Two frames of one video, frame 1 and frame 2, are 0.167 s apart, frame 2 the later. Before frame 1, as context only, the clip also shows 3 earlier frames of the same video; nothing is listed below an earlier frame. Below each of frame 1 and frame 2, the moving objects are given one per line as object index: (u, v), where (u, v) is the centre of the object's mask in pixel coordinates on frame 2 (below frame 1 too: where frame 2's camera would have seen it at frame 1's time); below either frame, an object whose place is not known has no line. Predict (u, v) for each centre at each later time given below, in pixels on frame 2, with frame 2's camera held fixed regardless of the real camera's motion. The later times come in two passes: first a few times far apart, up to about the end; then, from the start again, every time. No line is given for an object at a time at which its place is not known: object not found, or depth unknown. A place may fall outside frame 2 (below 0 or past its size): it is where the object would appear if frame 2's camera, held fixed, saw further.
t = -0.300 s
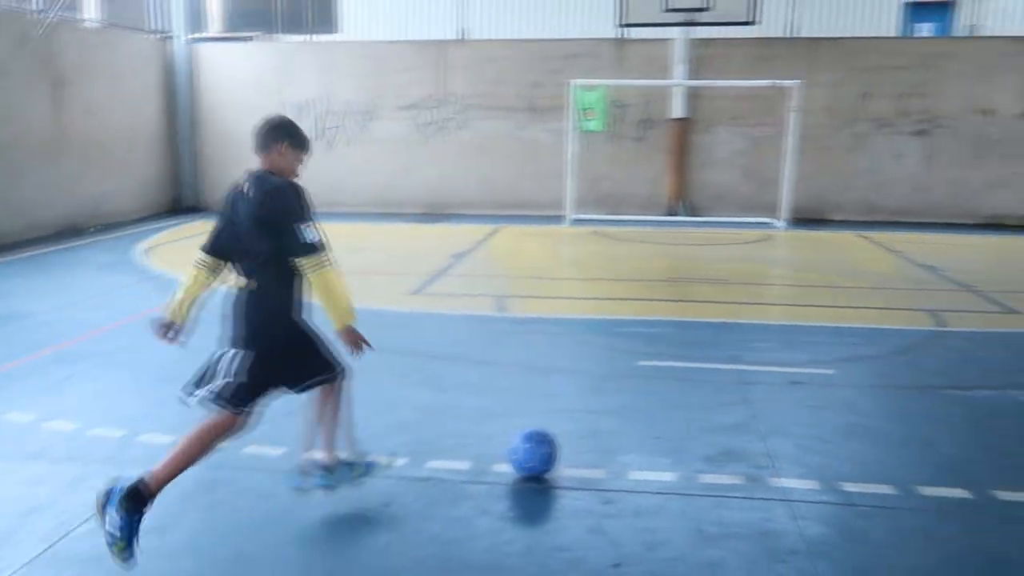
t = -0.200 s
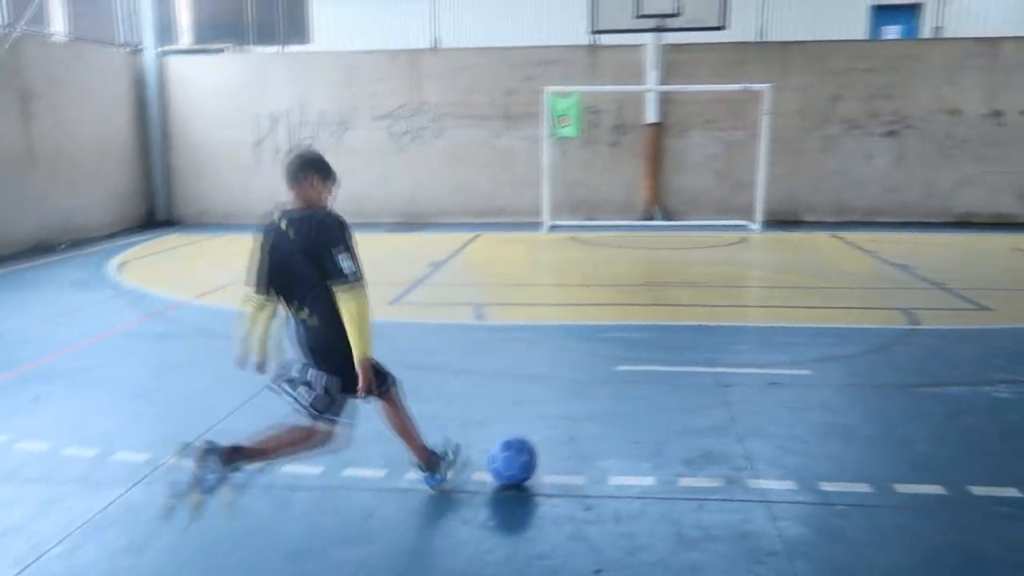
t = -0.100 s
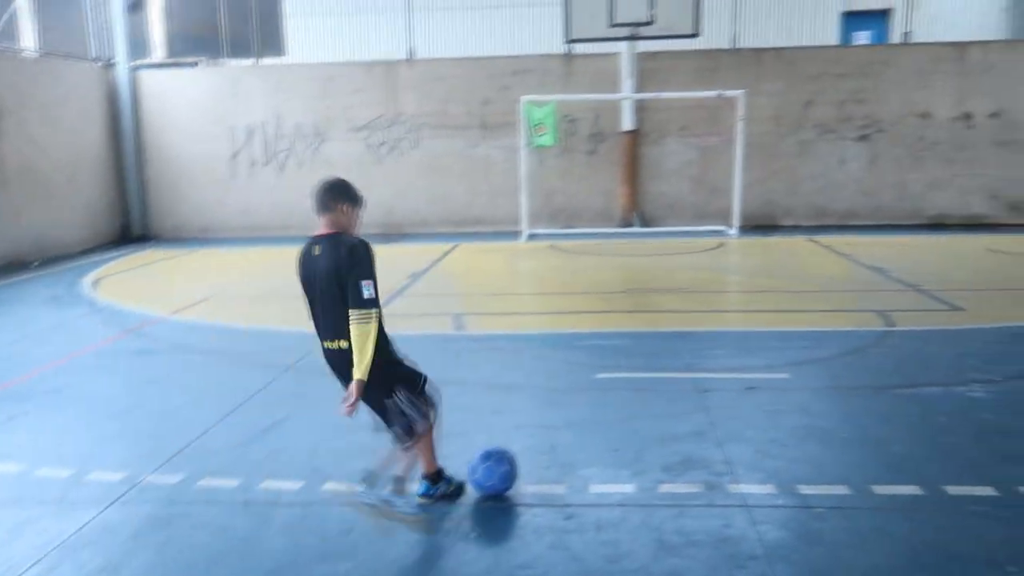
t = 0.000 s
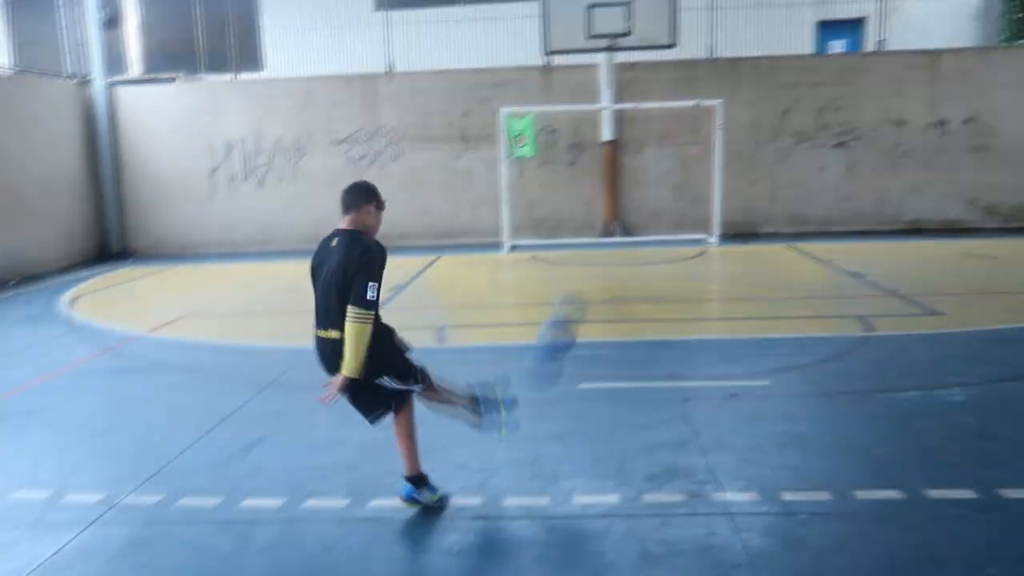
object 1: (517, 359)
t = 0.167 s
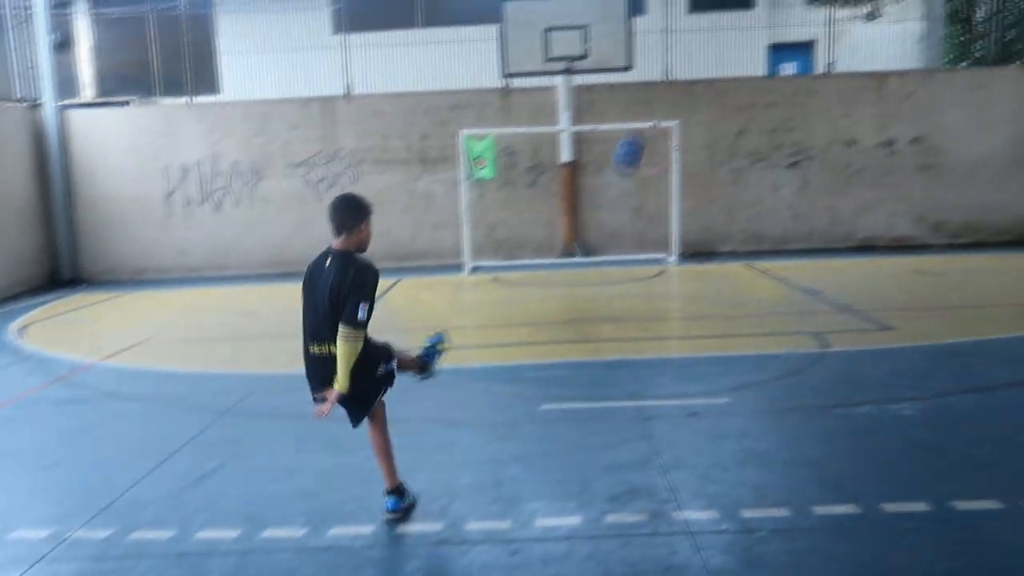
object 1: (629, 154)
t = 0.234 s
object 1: (656, 110)
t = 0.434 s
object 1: (710, 45)
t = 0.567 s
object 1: (732, 33)
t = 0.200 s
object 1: (644, 129)
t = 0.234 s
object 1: (656, 110)
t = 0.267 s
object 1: (668, 93)
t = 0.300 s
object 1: (679, 79)
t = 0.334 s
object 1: (688, 68)
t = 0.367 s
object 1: (696, 59)
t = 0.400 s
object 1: (703, 51)
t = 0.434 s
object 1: (710, 45)
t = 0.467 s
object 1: (716, 40)
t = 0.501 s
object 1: (722, 36)
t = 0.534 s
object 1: (727, 34)
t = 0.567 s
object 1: (732, 33)
